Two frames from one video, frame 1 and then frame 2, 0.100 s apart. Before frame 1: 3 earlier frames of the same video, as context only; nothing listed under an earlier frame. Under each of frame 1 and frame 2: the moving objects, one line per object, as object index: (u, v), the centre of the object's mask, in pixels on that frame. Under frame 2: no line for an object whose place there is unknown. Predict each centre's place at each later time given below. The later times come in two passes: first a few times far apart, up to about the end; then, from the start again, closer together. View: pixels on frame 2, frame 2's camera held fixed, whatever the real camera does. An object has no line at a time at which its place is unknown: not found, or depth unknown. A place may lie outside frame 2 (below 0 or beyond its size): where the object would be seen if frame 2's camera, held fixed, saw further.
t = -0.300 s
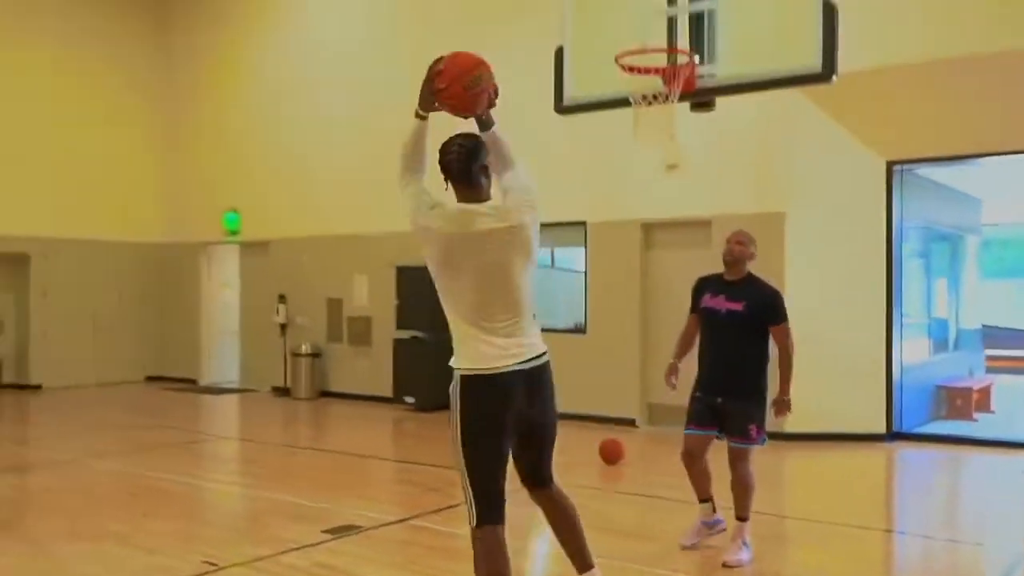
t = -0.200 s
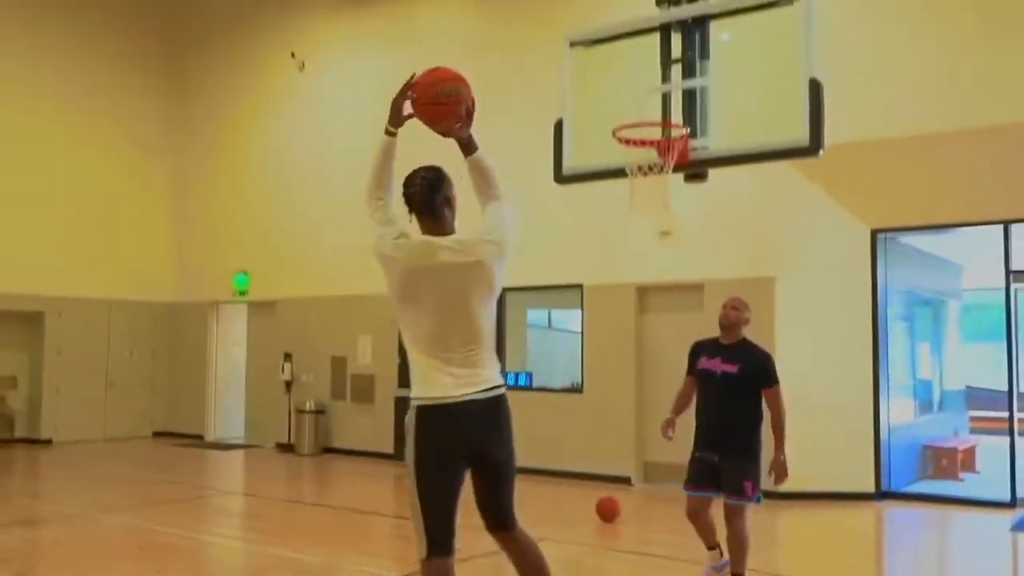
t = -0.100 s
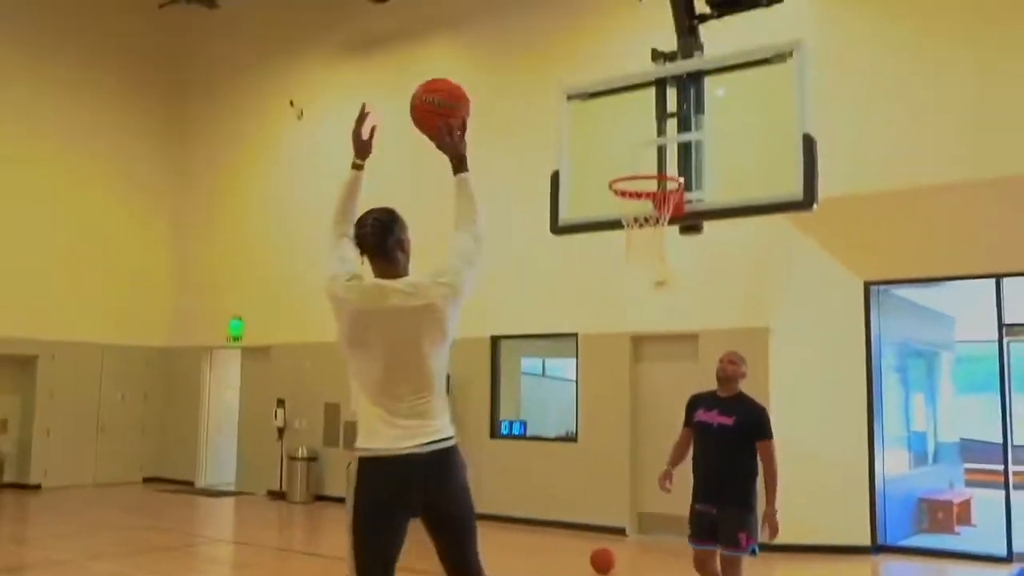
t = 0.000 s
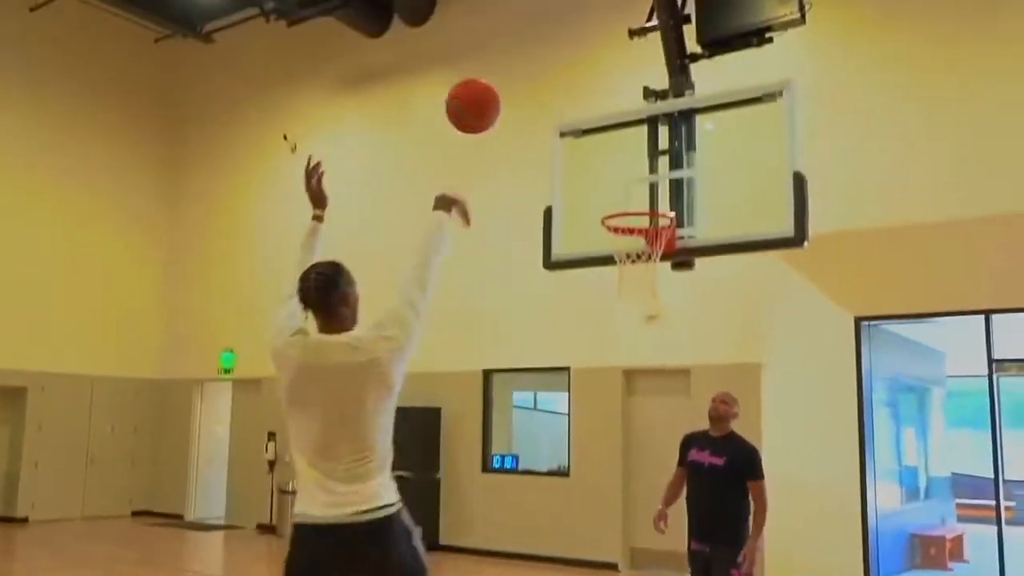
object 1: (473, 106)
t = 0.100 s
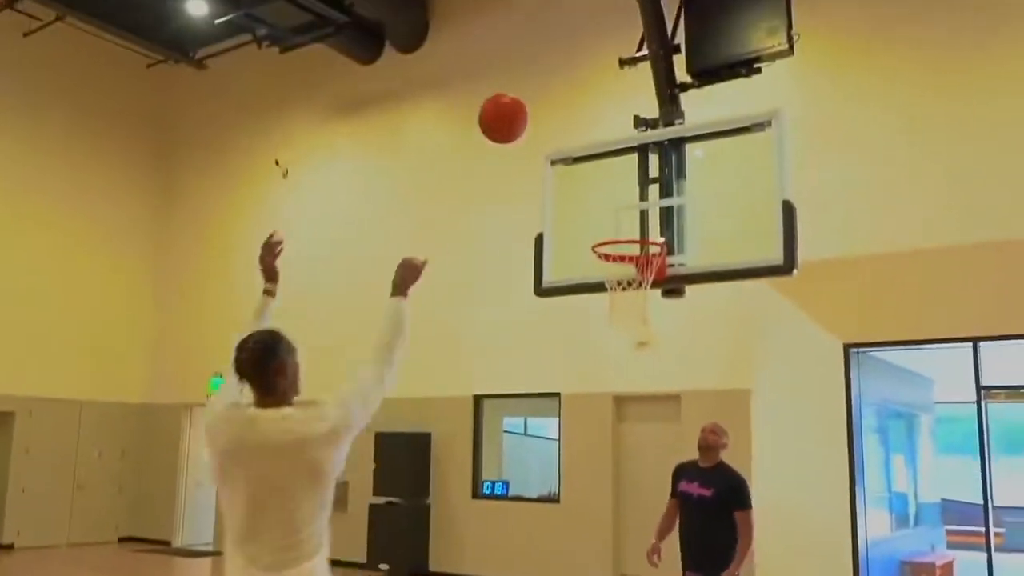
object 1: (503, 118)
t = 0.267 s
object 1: (553, 134)
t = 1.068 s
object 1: (553, 230)
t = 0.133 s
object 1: (514, 118)
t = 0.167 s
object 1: (525, 119)
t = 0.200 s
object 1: (534, 122)
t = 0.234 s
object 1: (544, 127)
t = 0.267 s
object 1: (553, 134)
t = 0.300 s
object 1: (562, 142)
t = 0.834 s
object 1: (577, 175)
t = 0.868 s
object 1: (574, 177)
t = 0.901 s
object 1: (570, 181)
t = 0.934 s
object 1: (567, 188)
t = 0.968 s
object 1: (563, 195)
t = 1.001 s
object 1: (560, 205)
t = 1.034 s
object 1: (556, 217)
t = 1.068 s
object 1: (553, 230)
